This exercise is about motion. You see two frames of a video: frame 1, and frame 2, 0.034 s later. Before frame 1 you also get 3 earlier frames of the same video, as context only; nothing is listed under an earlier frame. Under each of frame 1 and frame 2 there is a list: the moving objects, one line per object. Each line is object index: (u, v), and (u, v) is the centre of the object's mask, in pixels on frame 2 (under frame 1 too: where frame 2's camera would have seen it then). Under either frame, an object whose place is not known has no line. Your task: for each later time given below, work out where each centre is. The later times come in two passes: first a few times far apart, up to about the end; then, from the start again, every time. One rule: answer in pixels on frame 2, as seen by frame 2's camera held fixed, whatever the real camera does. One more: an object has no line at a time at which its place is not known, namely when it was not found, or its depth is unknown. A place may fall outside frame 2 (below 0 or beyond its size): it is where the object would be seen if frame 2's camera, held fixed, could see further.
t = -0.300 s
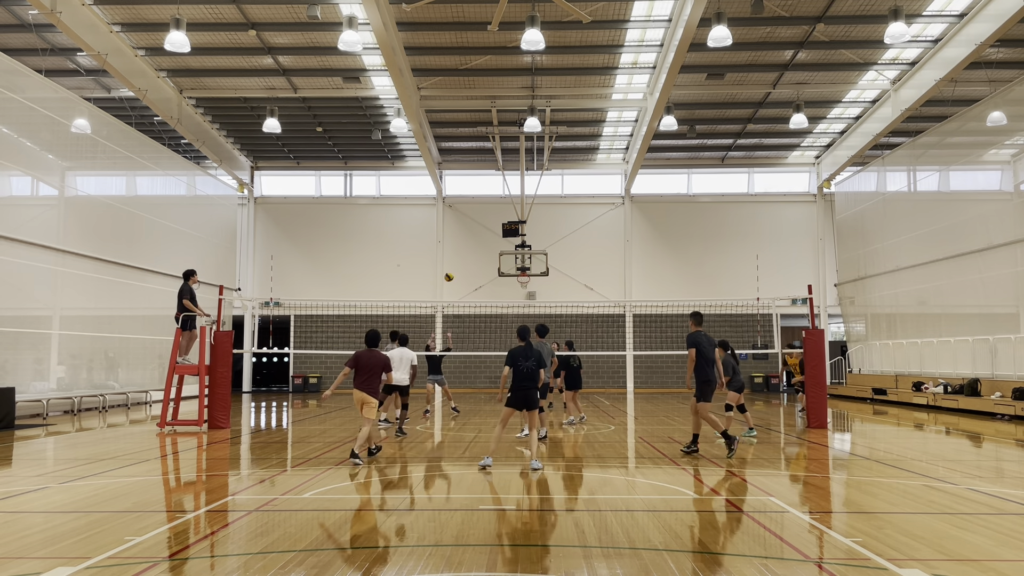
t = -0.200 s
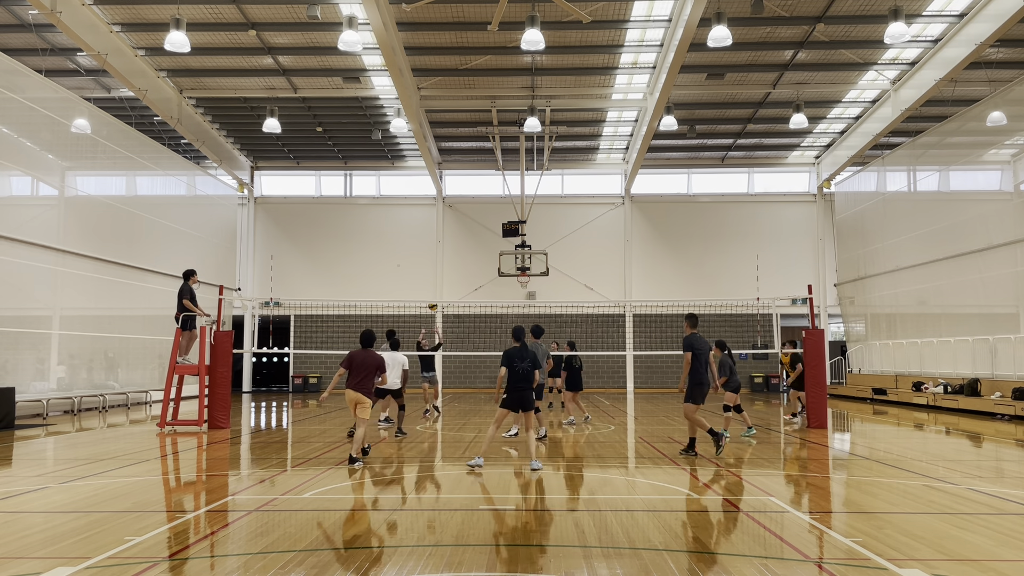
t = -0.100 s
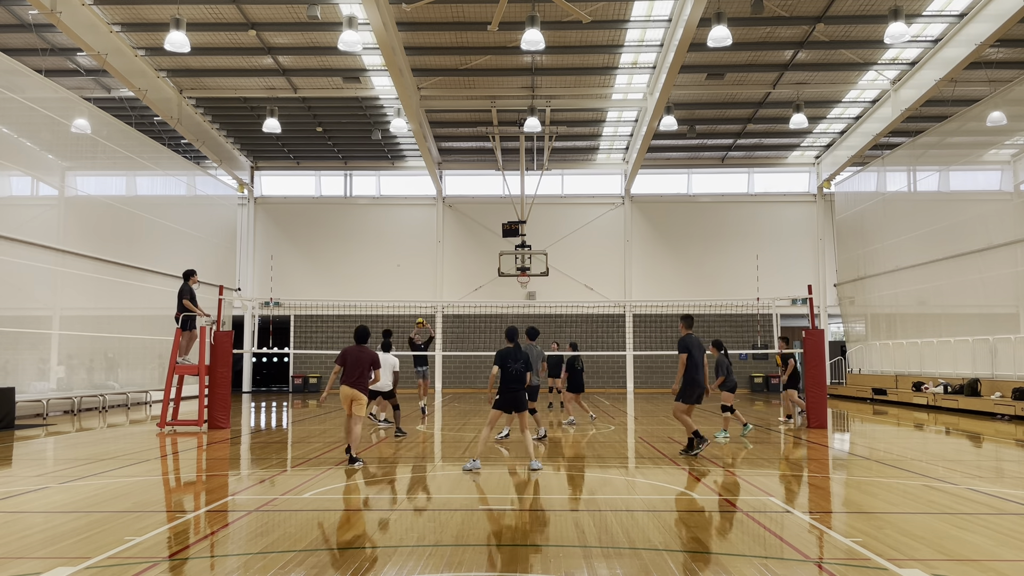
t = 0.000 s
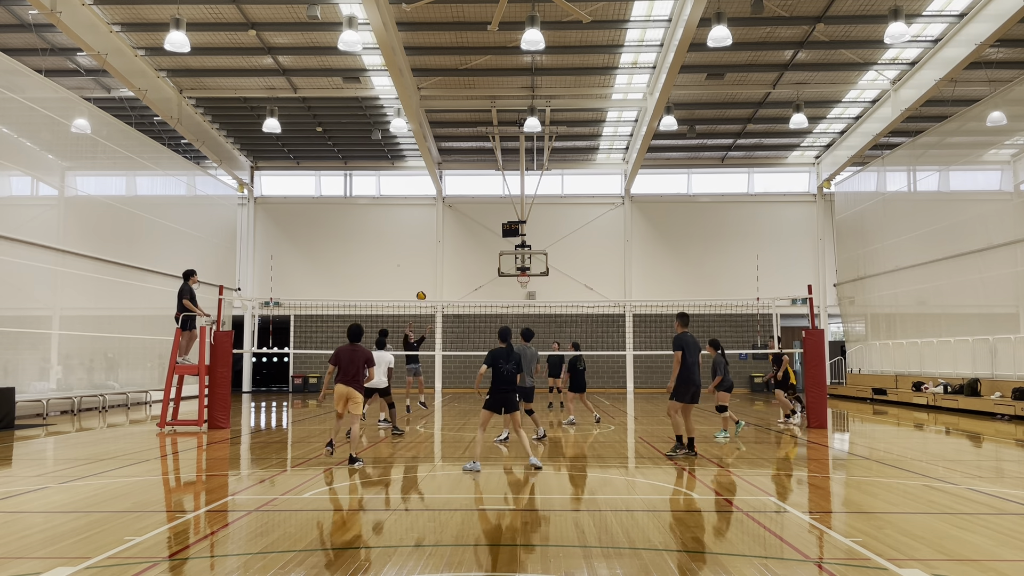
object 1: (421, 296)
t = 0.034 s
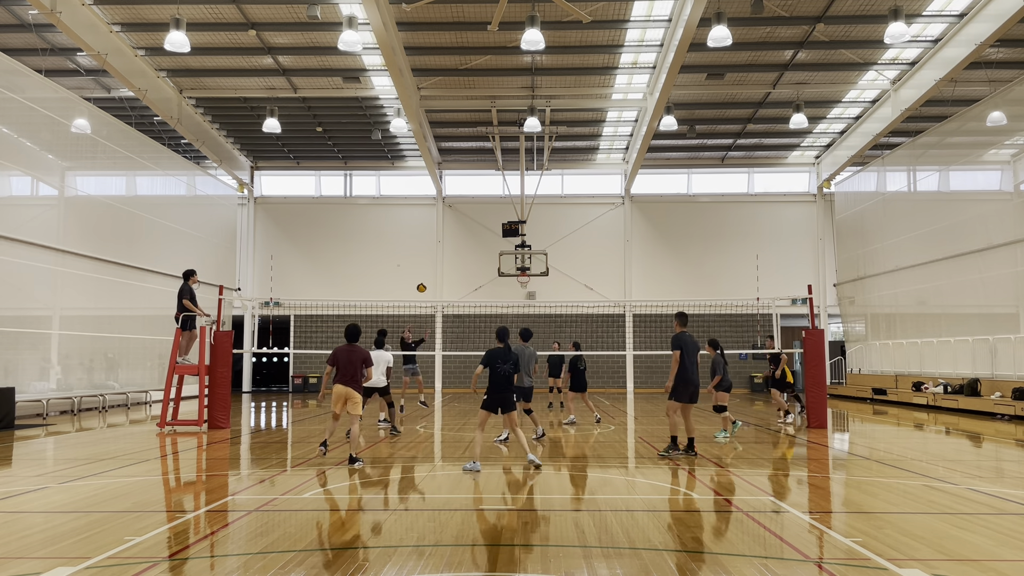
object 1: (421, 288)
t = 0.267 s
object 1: (423, 243)
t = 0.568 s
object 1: (425, 222)
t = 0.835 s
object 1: (427, 250)
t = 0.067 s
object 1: (421, 280)
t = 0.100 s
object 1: (422, 272)
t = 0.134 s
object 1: (422, 265)
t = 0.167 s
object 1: (422, 259)
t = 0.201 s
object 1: (422, 253)
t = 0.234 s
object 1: (422, 248)
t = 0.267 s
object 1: (423, 243)
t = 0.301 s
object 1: (423, 238)
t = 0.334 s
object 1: (423, 234)
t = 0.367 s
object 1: (423, 231)
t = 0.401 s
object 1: (424, 228)
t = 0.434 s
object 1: (424, 226)
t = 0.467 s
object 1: (424, 224)
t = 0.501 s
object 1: (424, 223)
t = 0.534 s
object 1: (424, 222)
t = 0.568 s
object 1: (425, 222)
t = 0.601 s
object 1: (425, 223)
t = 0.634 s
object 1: (426, 225)
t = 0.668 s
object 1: (426, 227)
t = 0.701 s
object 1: (426, 230)
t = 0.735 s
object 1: (426, 234)
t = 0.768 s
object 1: (427, 239)
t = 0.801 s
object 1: (427, 244)
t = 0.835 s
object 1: (427, 250)
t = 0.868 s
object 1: (428, 257)
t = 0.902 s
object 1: (428, 265)
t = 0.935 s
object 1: (429, 274)
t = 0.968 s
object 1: (429, 284)
